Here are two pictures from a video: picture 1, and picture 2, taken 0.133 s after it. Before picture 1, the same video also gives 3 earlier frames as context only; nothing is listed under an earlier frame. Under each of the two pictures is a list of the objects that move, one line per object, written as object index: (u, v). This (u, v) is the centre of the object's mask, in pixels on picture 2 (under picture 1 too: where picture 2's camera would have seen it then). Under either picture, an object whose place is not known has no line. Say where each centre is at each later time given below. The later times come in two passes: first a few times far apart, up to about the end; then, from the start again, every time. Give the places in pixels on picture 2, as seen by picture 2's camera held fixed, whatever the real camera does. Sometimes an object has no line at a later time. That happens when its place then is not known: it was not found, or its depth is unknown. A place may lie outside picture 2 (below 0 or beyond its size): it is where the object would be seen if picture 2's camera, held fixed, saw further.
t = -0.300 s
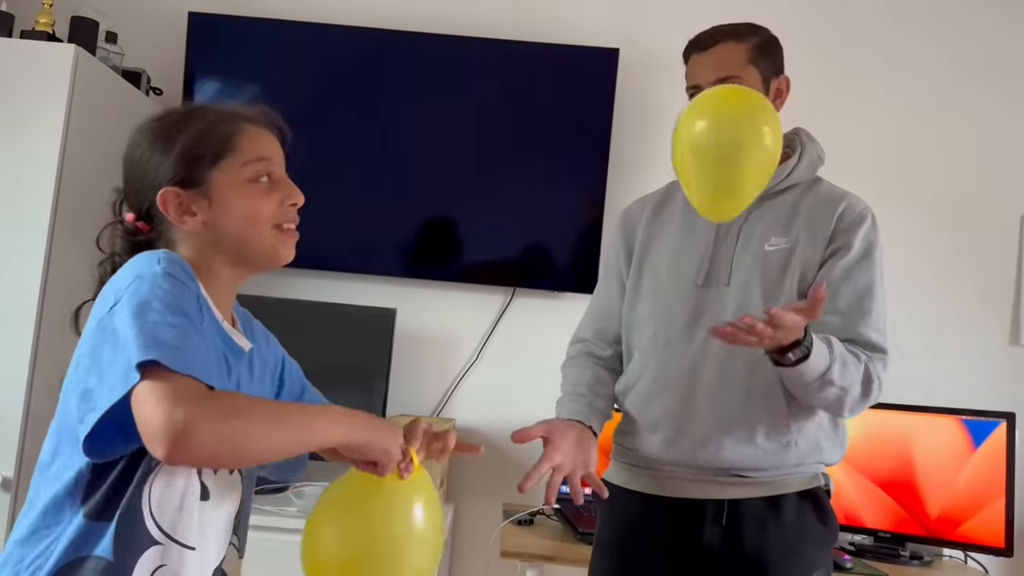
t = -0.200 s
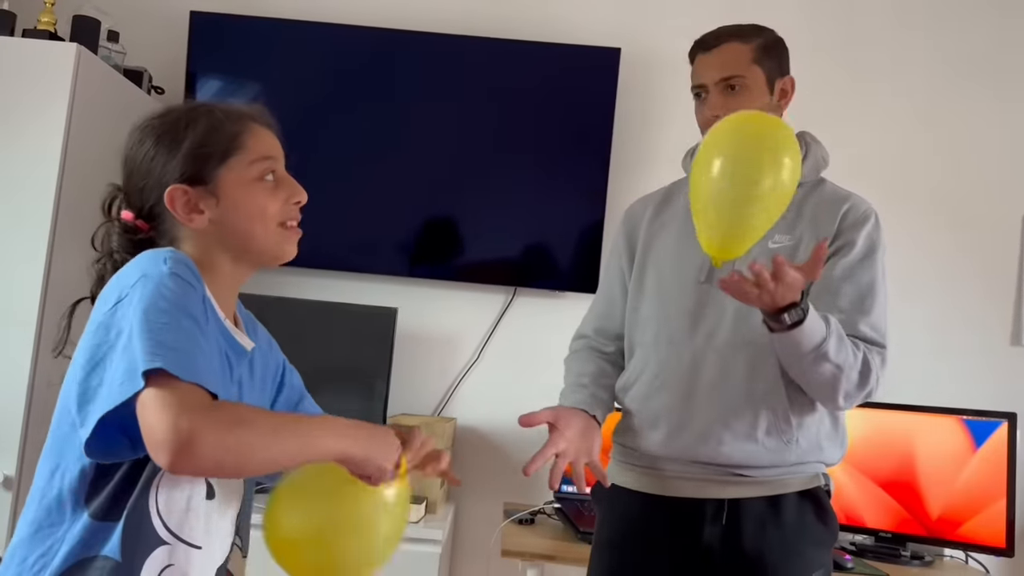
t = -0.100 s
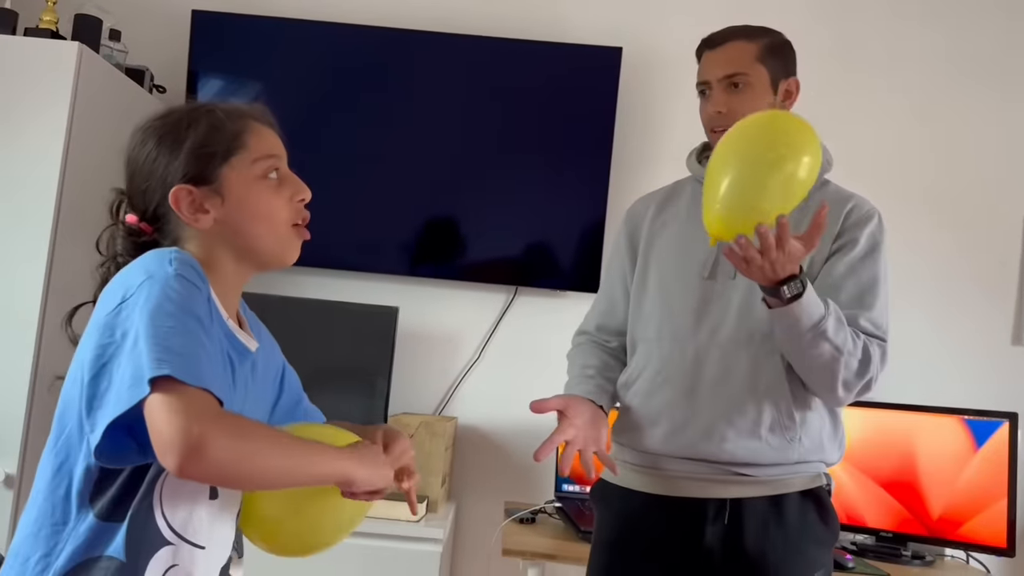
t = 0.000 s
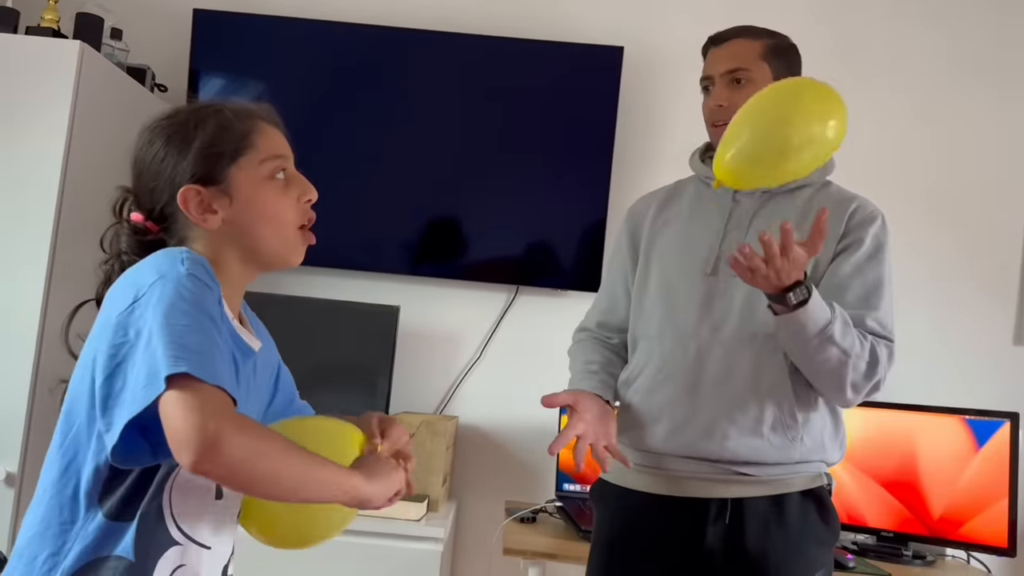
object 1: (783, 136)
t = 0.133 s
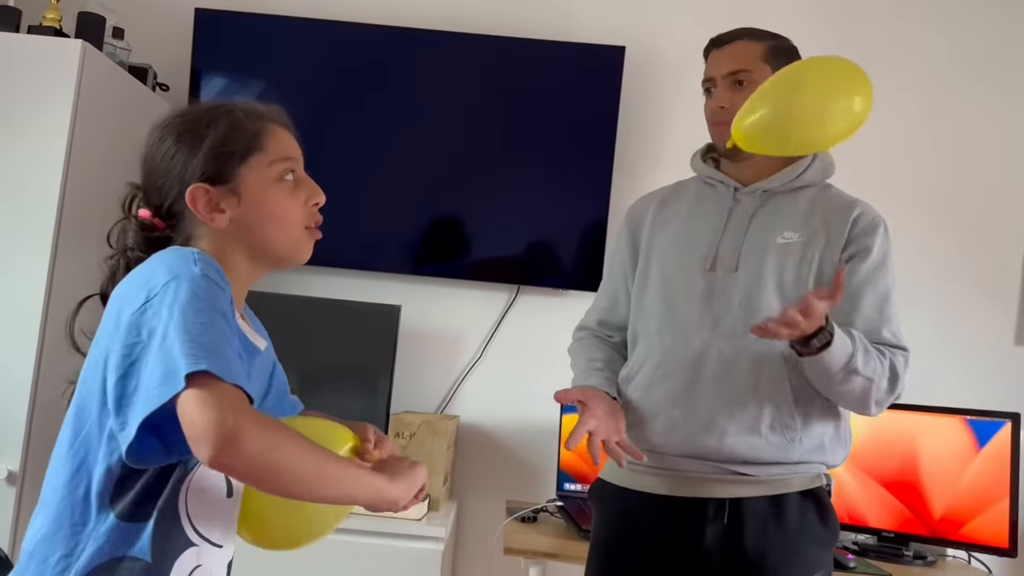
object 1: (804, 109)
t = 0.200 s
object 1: (814, 103)
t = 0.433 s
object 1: (834, 117)
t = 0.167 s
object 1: (809, 105)
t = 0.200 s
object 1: (814, 103)
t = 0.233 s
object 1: (818, 102)
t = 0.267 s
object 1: (821, 102)
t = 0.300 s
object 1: (824, 102)
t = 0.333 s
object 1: (827, 104)
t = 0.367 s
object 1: (830, 107)
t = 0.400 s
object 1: (833, 111)
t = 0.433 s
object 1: (834, 117)
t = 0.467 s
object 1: (836, 123)
